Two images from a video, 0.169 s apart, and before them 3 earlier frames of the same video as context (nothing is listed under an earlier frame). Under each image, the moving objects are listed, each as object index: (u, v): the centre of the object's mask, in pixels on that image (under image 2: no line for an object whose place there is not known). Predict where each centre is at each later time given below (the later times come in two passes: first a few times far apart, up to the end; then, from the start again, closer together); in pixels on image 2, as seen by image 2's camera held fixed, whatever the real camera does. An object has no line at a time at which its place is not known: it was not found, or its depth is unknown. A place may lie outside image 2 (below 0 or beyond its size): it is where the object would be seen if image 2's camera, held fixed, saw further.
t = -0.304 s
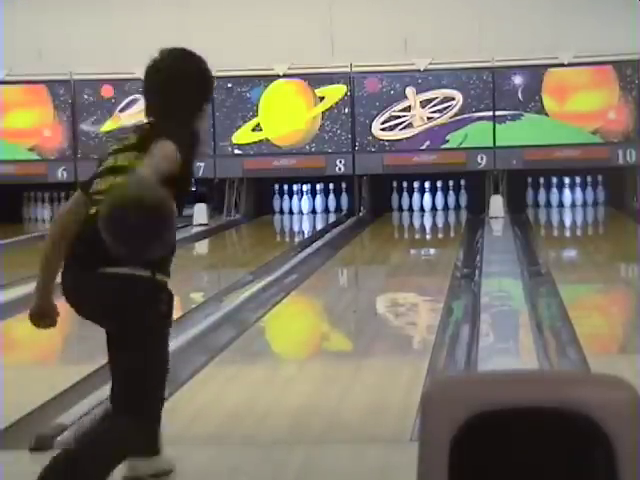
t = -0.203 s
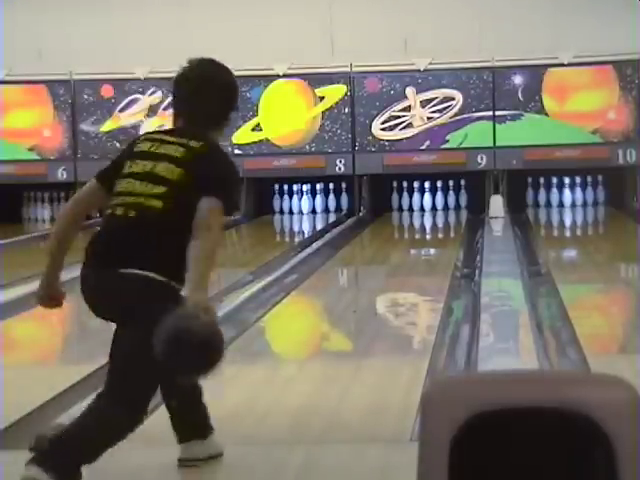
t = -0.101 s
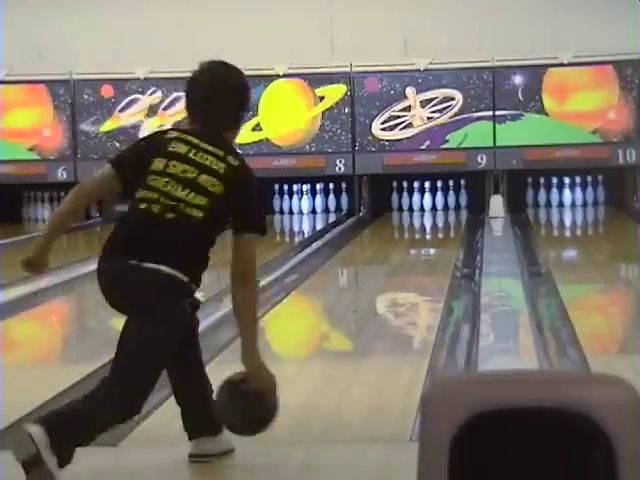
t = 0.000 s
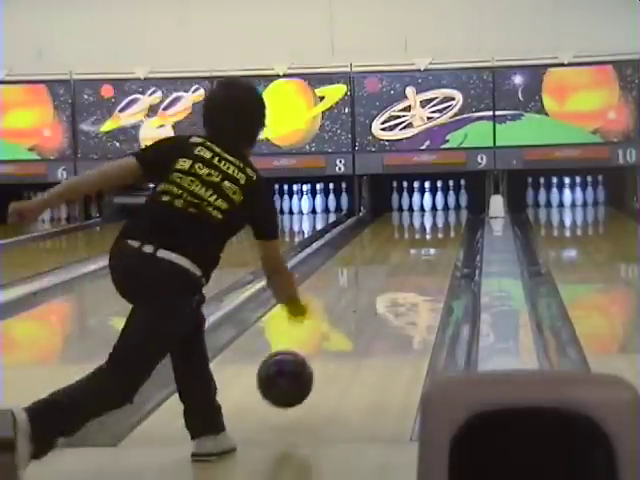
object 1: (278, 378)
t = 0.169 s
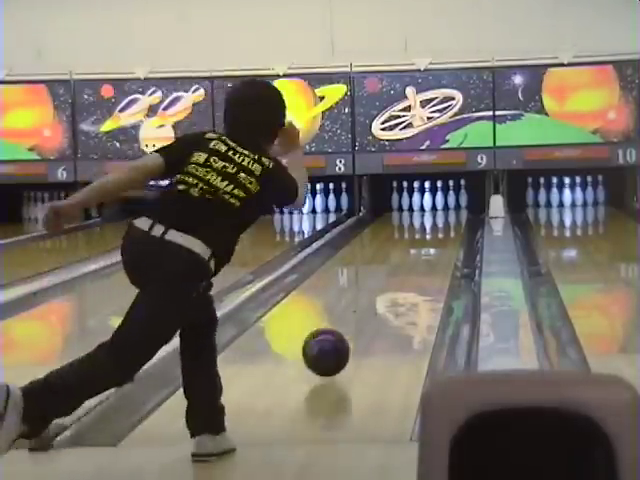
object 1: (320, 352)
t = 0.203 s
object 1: (327, 346)
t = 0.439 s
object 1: (364, 309)
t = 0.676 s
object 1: (391, 281)
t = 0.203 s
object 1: (327, 346)
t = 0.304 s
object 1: (345, 329)
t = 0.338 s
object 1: (350, 323)
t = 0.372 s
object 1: (355, 319)
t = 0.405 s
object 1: (360, 314)
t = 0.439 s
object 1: (364, 309)
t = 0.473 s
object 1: (369, 304)
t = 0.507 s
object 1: (373, 300)
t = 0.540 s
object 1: (377, 296)
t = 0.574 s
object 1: (383, 292)
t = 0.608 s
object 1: (387, 289)
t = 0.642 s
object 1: (388, 285)
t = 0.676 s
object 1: (391, 281)
